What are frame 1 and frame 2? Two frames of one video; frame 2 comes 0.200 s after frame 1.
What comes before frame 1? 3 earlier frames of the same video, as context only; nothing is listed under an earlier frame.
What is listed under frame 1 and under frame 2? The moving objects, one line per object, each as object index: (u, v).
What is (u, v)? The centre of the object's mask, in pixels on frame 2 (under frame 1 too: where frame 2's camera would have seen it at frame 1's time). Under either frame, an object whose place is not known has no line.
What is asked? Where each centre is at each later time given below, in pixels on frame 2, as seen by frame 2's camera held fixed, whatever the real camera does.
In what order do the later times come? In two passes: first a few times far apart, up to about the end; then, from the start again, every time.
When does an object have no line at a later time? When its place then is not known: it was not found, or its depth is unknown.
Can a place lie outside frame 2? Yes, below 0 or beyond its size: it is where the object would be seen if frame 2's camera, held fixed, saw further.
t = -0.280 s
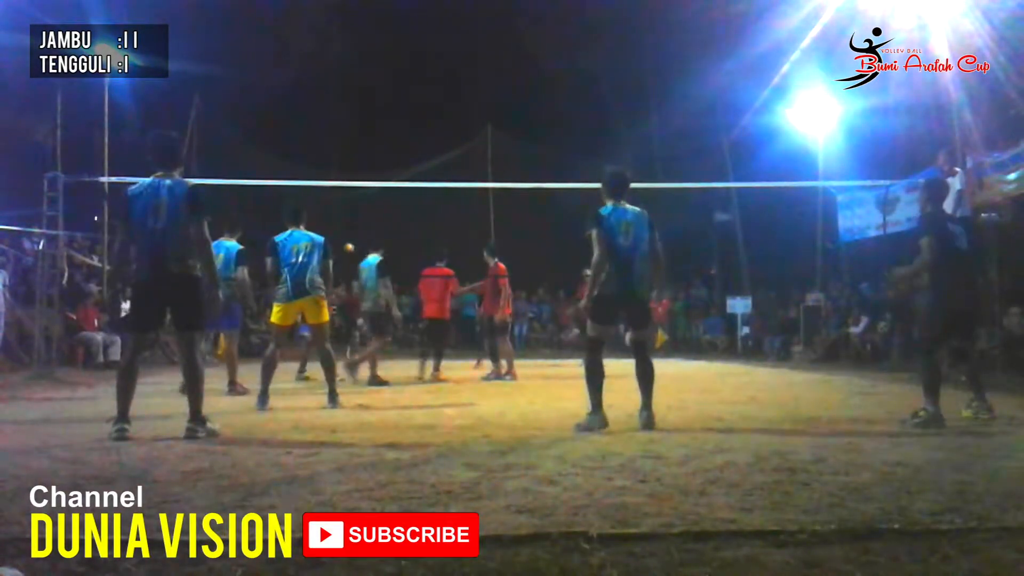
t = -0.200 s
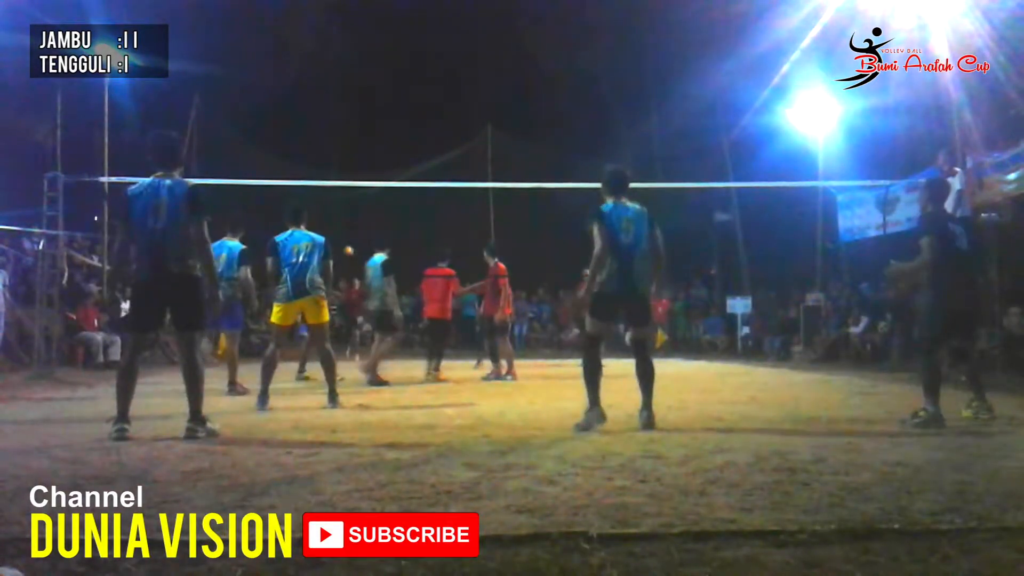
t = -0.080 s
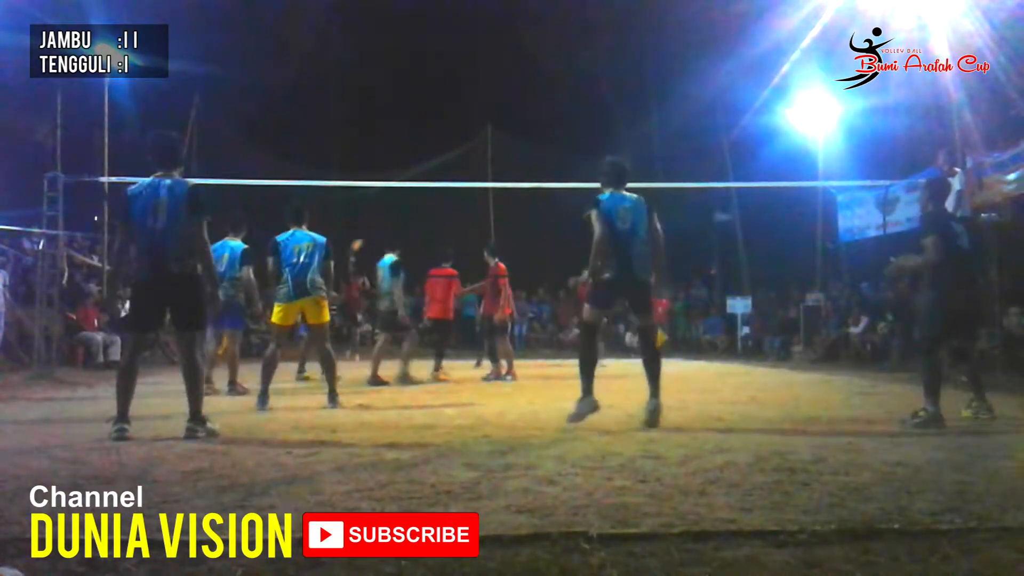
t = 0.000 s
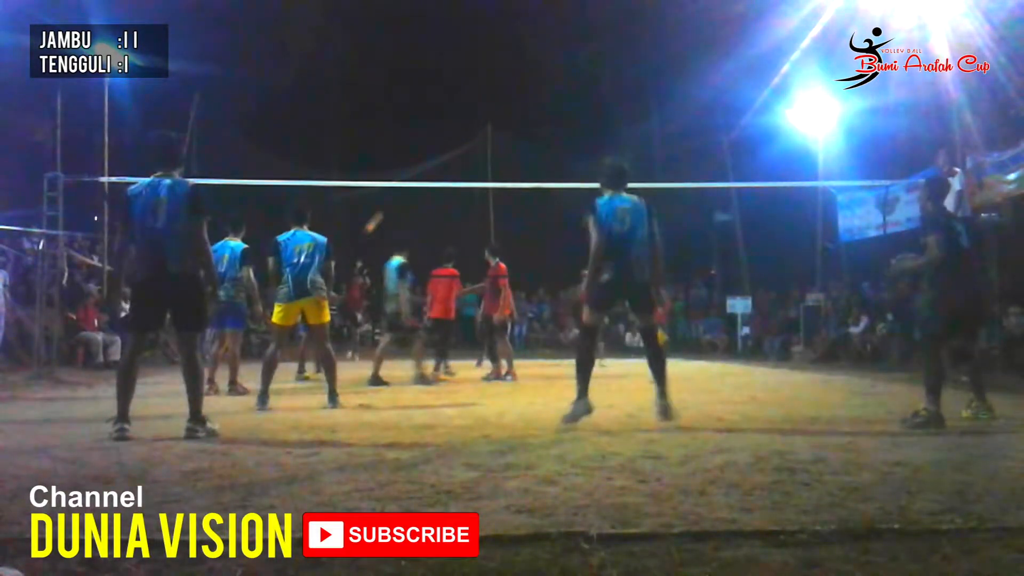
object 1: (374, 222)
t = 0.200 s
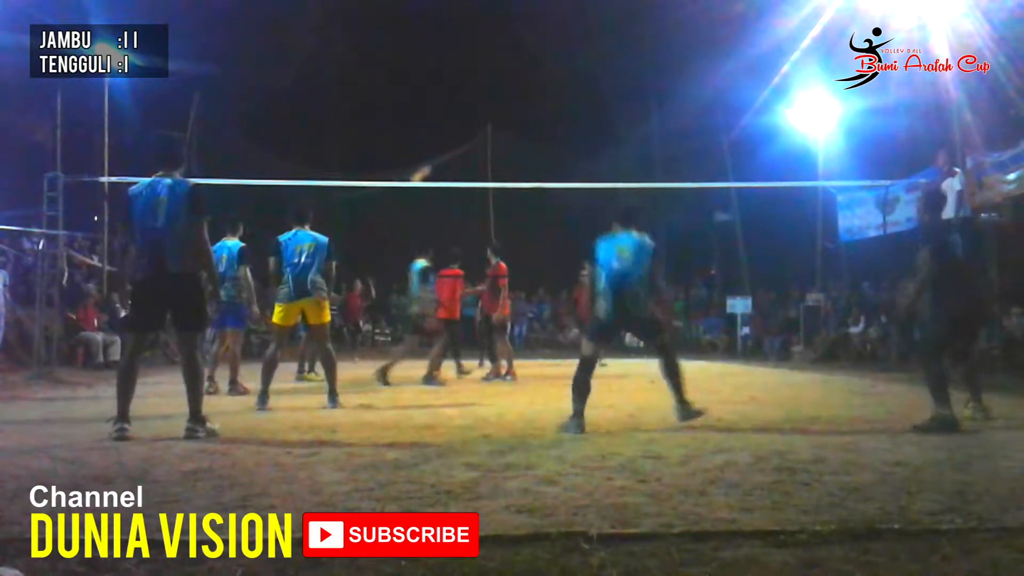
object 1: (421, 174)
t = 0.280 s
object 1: (438, 161)
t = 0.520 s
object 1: (510, 132)
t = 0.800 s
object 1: (624, 155)
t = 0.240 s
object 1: (429, 168)
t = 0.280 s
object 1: (438, 161)
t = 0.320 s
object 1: (450, 154)
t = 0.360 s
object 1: (463, 147)
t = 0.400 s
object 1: (474, 142)
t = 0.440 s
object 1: (485, 138)
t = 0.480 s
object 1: (497, 134)
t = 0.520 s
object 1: (510, 132)
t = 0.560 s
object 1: (525, 130)
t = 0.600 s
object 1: (538, 130)
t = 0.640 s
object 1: (553, 132)
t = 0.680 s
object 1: (571, 136)
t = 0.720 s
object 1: (586, 140)
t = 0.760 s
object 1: (606, 147)
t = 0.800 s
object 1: (624, 155)
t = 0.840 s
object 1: (641, 166)
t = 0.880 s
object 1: (665, 178)
